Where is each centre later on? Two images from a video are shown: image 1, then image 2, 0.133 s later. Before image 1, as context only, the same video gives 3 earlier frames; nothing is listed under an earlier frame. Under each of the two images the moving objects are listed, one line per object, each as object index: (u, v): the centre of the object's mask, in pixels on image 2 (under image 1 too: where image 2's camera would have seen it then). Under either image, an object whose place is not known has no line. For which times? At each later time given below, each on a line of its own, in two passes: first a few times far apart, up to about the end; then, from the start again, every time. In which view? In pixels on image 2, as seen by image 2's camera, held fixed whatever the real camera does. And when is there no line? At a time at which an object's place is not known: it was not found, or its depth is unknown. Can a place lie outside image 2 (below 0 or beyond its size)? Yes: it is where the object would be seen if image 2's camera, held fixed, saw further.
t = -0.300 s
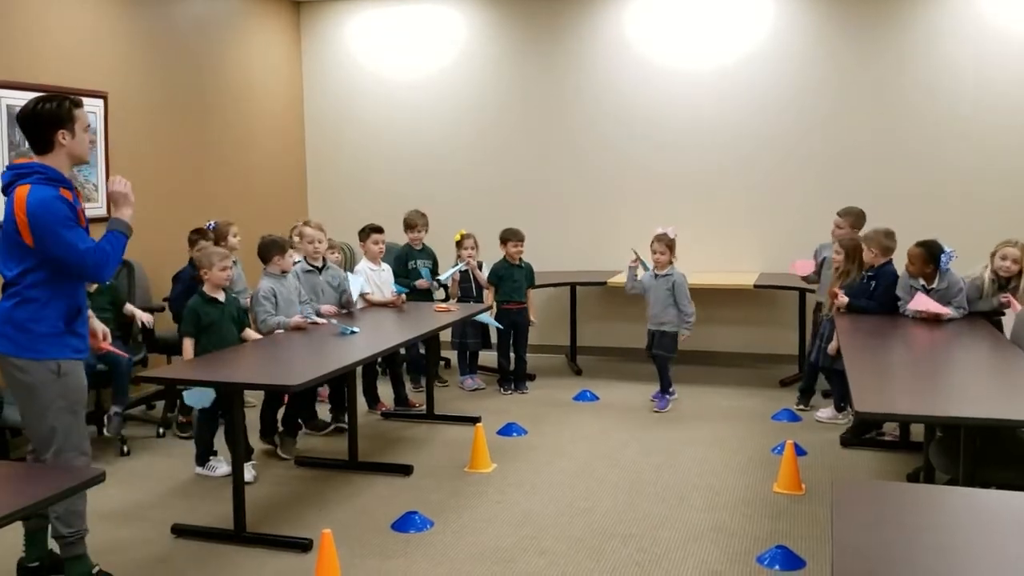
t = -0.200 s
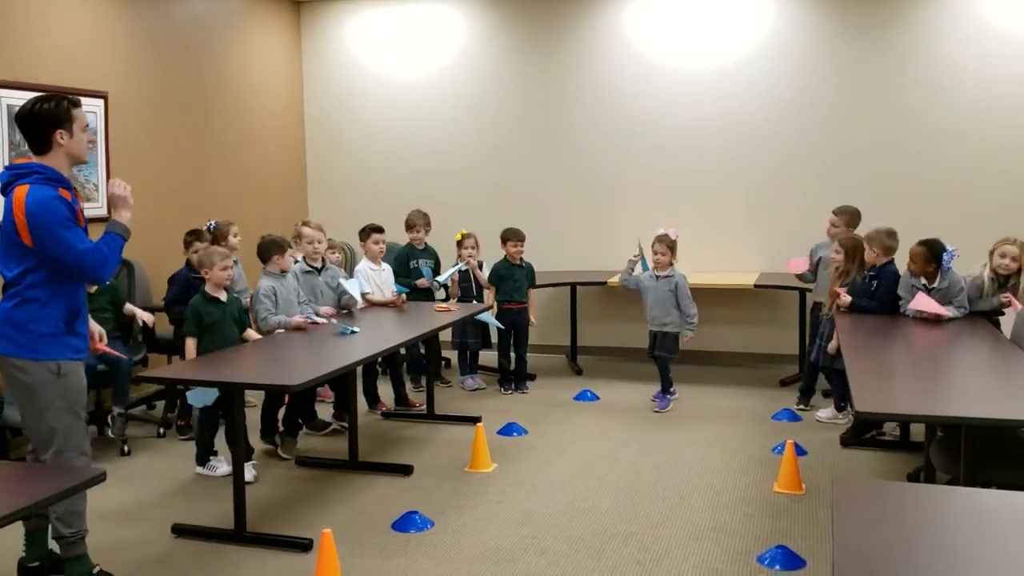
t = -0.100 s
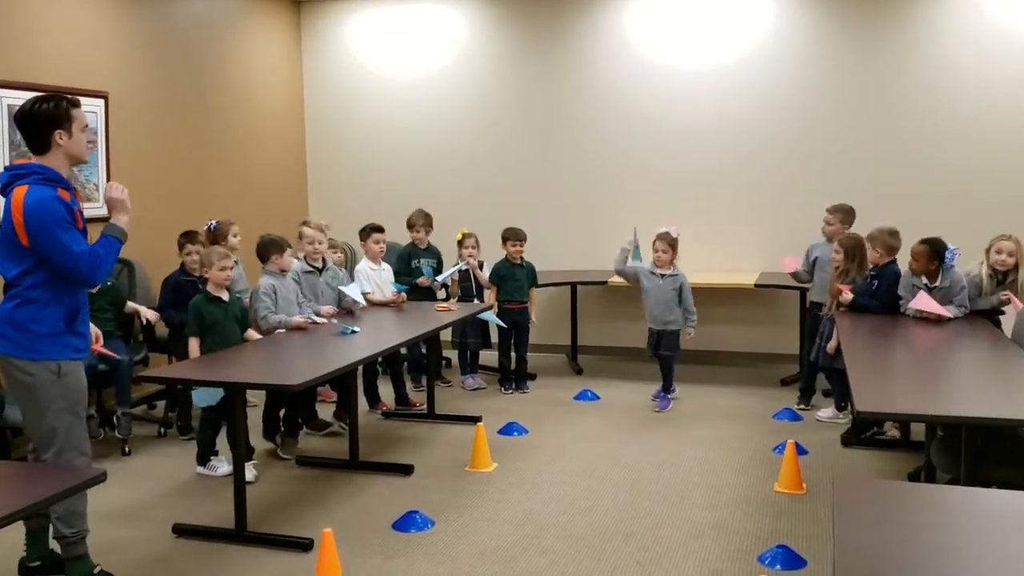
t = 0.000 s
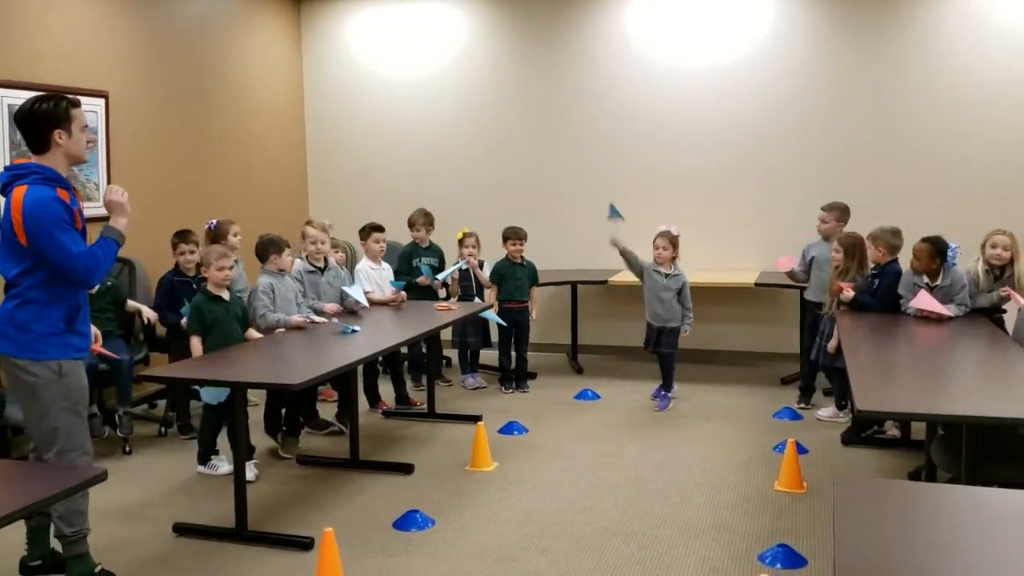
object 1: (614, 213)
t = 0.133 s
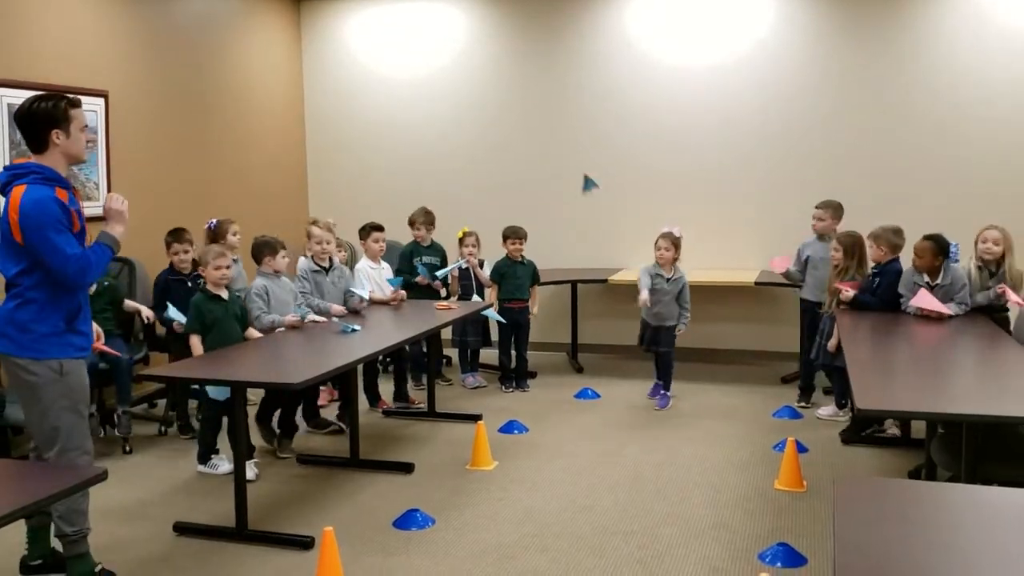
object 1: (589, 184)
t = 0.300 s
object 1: (554, 161)
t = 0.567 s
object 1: (470, 167)
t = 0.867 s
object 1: (330, 242)
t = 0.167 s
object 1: (582, 179)
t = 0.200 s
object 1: (576, 173)
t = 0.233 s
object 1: (569, 169)
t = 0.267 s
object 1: (562, 165)
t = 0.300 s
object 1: (554, 161)
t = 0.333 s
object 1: (546, 159)
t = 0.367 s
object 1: (537, 157)
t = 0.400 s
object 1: (527, 157)
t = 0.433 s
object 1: (517, 157)
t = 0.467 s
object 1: (506, 158)
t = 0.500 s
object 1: (494, 160)
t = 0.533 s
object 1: (482, 163)
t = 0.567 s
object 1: (470, 167)
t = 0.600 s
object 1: (456, 171)
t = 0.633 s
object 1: (442, 175)
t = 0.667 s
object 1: (427, 180)
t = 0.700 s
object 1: (413, 187)
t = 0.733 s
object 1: (402, 194)
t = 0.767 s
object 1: (384, 202)
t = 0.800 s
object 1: (368, 213)
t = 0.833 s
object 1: (349, 226)
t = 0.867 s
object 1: (330, 242)
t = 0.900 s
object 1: (310, 259)
